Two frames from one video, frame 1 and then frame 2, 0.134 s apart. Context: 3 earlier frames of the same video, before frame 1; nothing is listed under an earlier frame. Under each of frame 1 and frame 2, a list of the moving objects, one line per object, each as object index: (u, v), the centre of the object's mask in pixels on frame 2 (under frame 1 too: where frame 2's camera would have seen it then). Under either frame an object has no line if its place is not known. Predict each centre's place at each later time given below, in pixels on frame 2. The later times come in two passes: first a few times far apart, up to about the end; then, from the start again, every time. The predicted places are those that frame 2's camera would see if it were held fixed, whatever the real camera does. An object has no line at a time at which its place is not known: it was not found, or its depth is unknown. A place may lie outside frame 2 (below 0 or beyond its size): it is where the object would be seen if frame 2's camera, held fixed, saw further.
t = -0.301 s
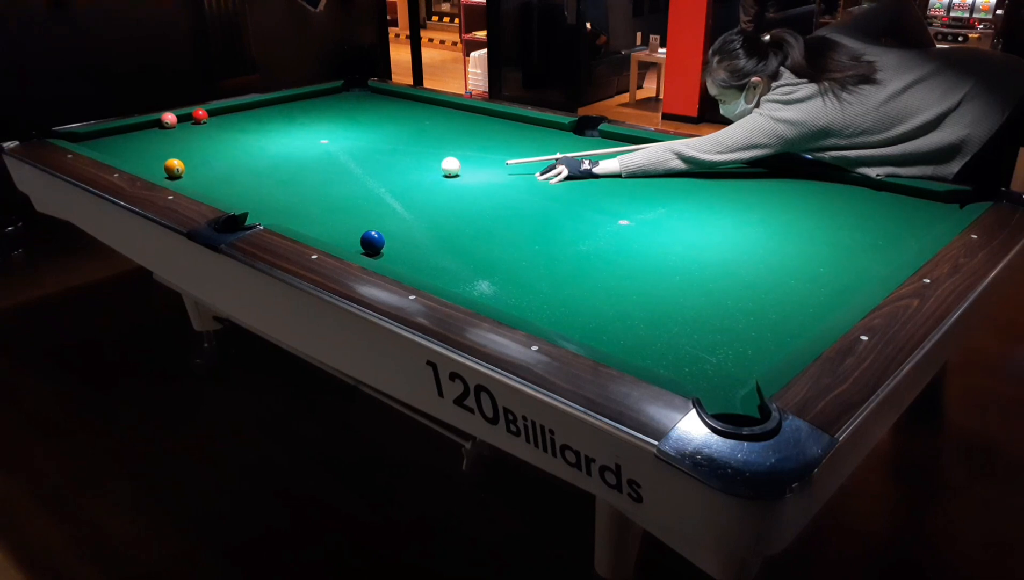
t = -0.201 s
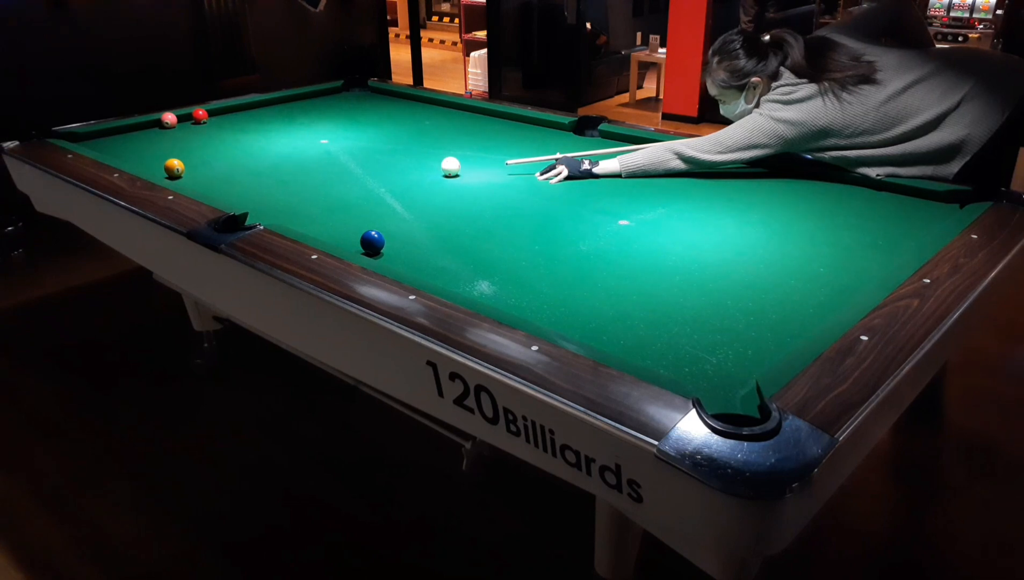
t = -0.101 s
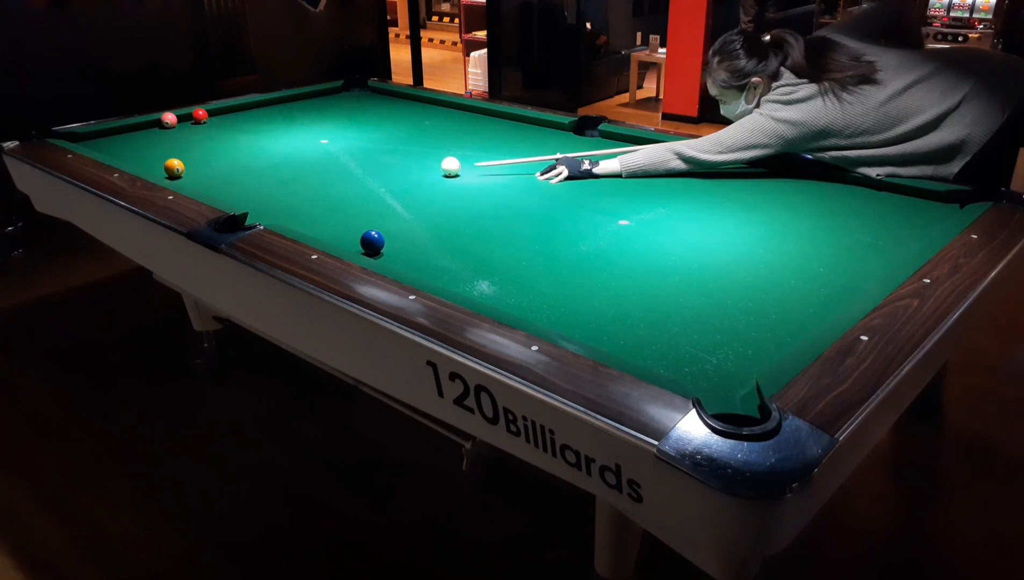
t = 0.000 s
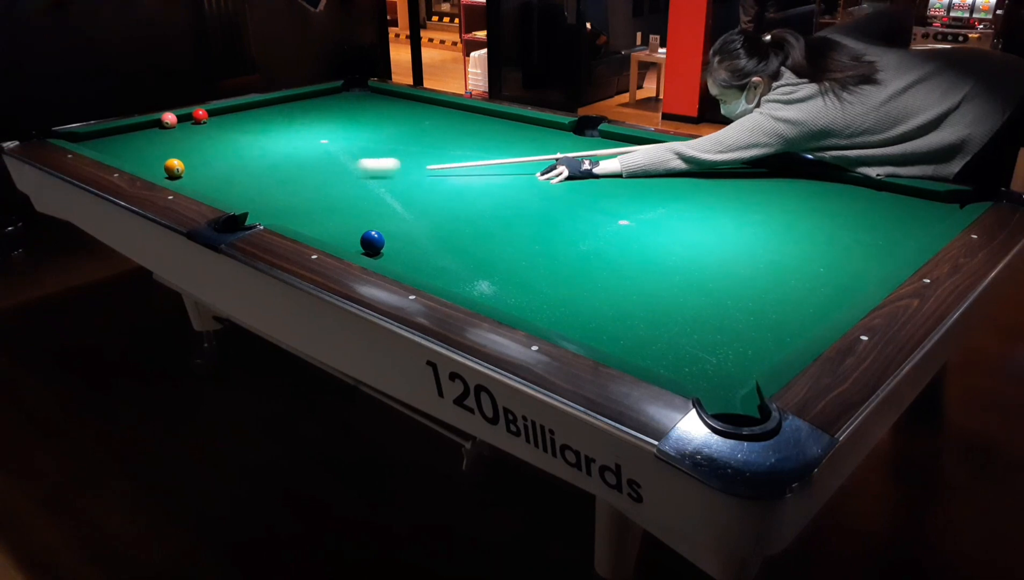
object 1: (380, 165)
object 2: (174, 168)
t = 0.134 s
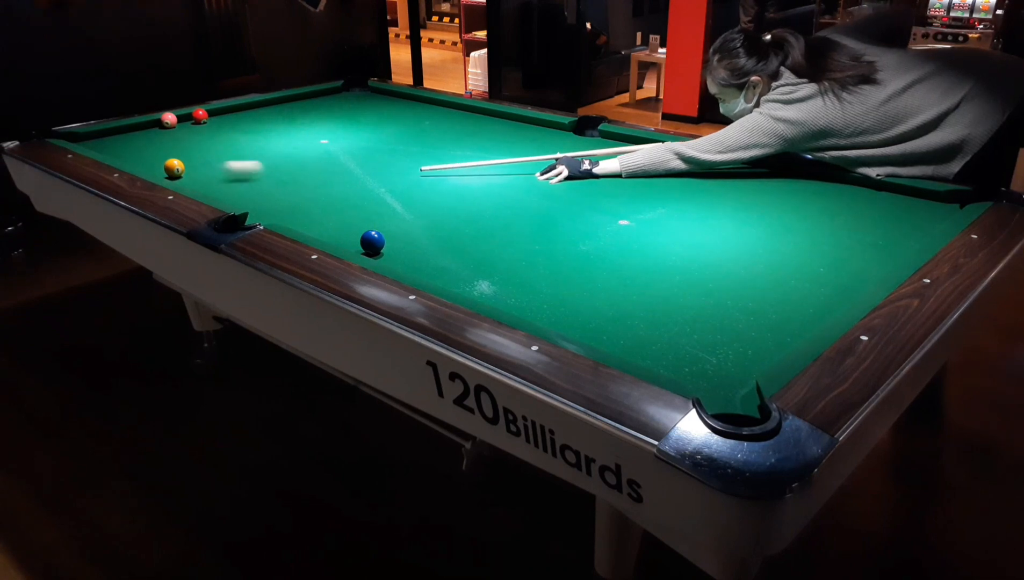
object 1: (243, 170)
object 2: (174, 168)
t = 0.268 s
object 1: (177, 173)
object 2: (148, 160)
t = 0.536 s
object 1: (250, 156)
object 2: (78, 139)
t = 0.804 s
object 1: (306, 142)
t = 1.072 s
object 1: (355, 130)
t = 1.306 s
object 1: (393, 121)
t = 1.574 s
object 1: (431, 111)
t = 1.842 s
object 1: (447, 107)
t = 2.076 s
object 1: (430, 111)
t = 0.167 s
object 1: (211, 170)
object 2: (174, 168)
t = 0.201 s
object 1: (183, 171)
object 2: (168, 163)
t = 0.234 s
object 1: (168, 173)
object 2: (158, 161)
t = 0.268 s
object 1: (177, 173)
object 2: (148, 160)
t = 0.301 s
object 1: (188, 171)
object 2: (136, 157)
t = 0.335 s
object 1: (199, 168)
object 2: (126, 155)
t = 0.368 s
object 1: (209, 166)
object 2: (115, 151)
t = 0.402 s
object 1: (218, 164)
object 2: (106, 149)
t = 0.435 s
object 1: (226, 162)
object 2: (97, 146)
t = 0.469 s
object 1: (234, 160)
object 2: (89, 144)
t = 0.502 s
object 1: (241, 158)
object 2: (82, 141)
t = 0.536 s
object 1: (250, 156)
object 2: (78, 139)
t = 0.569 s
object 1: (257, 154)
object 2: (72, 137)
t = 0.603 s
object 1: (265, 152)
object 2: (68, 135)
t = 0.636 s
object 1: (272, 151)
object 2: (62, 136)
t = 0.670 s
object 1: (279, 149)
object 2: (55, 138)
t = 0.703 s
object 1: (286, 147)
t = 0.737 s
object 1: (293, 145)
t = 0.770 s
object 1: (300, 144)
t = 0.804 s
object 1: (306, 142)
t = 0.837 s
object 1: (313, 140)
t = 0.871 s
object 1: (319, 139)
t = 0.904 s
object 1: (325, 137)
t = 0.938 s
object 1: (331, 136)
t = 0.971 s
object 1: (337, 134)
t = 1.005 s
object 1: (344, 133)
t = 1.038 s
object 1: (349, 131)
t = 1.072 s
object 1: (355, 130)
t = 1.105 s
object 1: (361, 129)
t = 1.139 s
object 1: (366, 127)
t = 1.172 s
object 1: (372, 126)
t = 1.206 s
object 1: (377, 125)
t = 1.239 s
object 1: (383, 123)
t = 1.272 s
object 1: (388, 122)
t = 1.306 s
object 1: (393, 121)
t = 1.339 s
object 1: (398, 120)
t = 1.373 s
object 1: (403, 118)
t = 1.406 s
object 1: (408, 117)
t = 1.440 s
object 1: (413, 116)
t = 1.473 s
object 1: (418, 115)
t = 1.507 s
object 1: (422, 114)
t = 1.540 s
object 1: (427, 112)
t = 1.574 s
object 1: (431, 111)
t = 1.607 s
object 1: (436, 110)
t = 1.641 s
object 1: (440, 109)
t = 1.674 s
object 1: (445, 108)
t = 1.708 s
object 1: (449, 107)
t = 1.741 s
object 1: (453, 106)
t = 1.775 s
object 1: (453, 106)
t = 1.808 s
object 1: (451, 107)
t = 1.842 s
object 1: (447, 107)
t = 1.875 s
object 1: (445, 108)
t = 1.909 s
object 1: (442, 108)
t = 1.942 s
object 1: (440, 109)
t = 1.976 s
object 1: (437, 109)
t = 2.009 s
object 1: (435, 110)
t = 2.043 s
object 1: (433, 110)
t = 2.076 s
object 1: (430, 111)
